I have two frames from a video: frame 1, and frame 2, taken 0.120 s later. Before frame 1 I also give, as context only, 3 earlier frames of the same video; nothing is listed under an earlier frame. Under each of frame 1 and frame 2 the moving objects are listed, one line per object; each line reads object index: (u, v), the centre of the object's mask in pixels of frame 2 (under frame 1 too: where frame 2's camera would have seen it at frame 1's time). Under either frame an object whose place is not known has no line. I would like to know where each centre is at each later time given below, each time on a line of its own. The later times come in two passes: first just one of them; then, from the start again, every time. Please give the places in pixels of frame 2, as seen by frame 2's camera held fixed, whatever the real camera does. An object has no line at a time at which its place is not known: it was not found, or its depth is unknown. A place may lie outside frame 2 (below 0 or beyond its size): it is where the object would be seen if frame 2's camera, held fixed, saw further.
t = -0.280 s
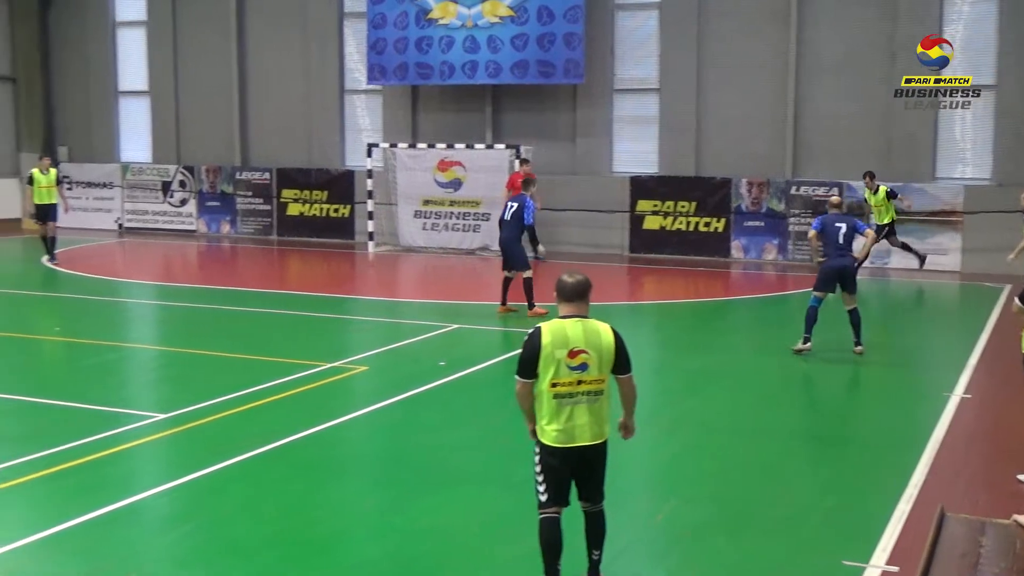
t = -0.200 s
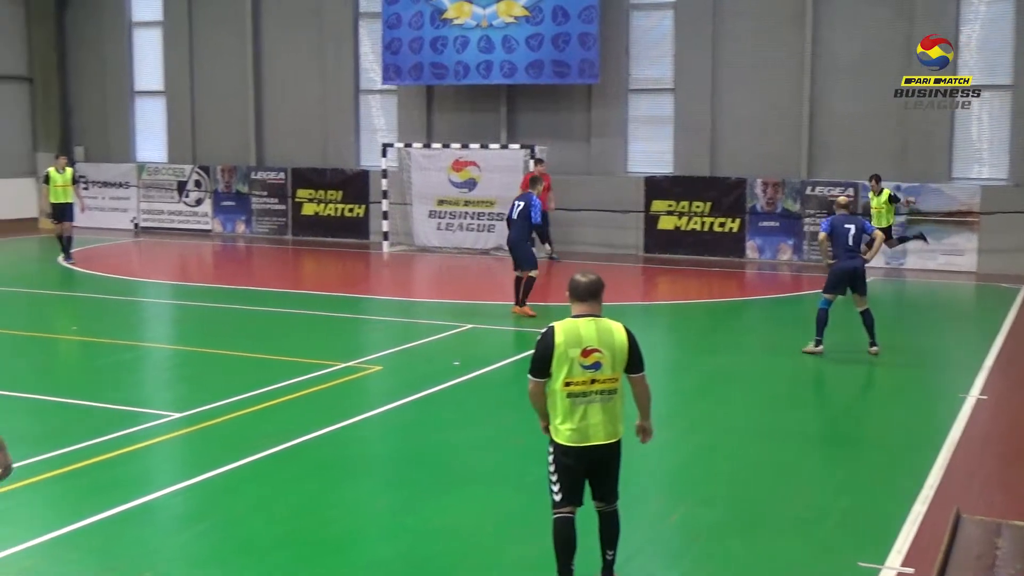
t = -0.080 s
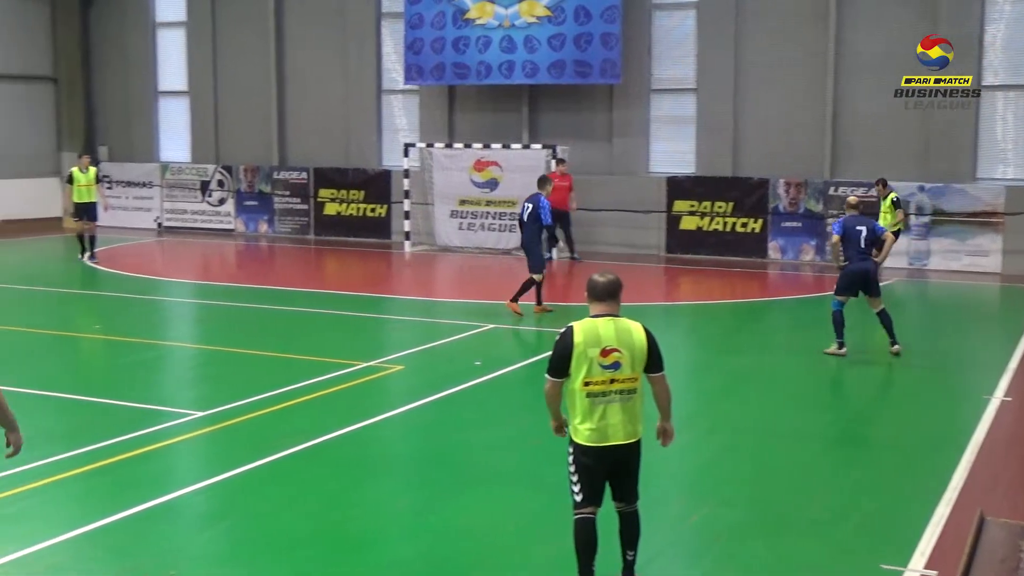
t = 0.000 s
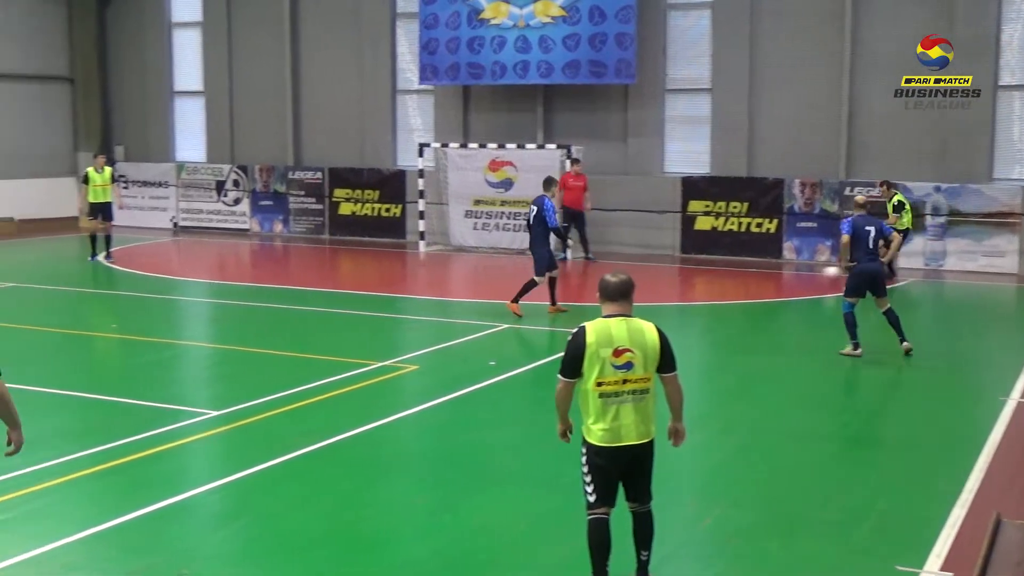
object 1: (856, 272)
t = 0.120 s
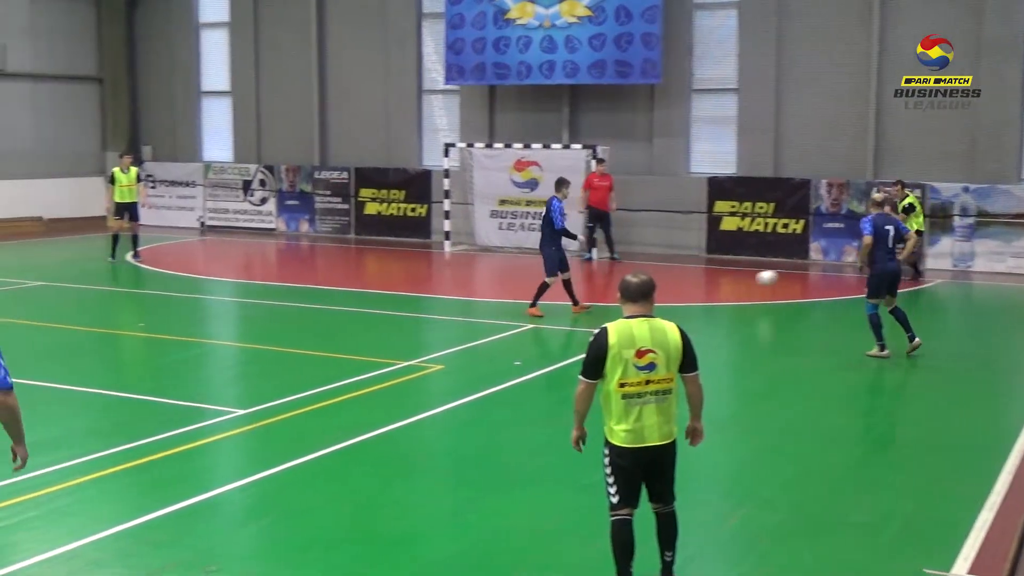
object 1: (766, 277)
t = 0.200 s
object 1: (698, 288)
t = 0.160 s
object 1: (733, 281)
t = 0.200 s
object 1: (698, 288)
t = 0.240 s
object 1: (662, 295)
